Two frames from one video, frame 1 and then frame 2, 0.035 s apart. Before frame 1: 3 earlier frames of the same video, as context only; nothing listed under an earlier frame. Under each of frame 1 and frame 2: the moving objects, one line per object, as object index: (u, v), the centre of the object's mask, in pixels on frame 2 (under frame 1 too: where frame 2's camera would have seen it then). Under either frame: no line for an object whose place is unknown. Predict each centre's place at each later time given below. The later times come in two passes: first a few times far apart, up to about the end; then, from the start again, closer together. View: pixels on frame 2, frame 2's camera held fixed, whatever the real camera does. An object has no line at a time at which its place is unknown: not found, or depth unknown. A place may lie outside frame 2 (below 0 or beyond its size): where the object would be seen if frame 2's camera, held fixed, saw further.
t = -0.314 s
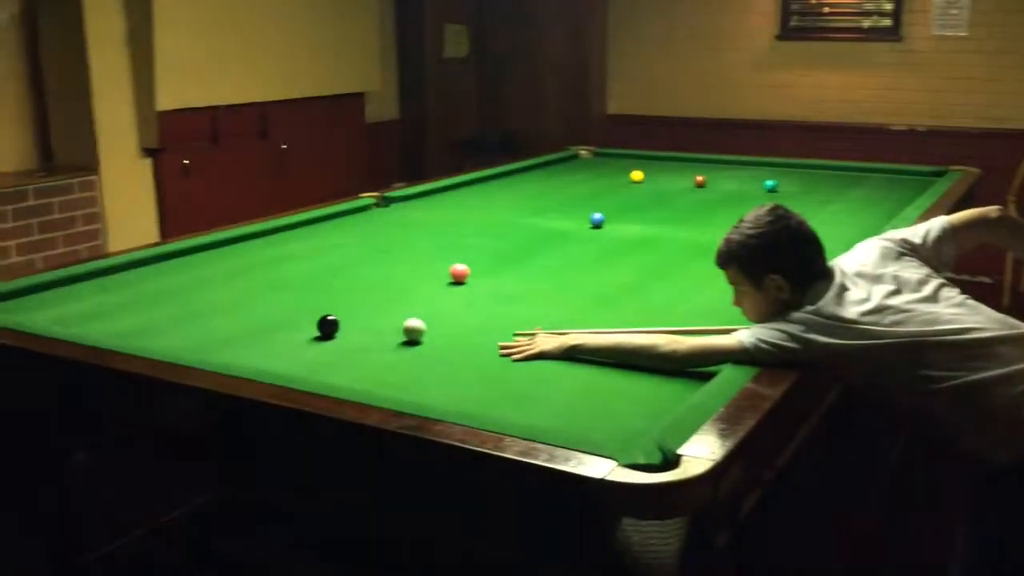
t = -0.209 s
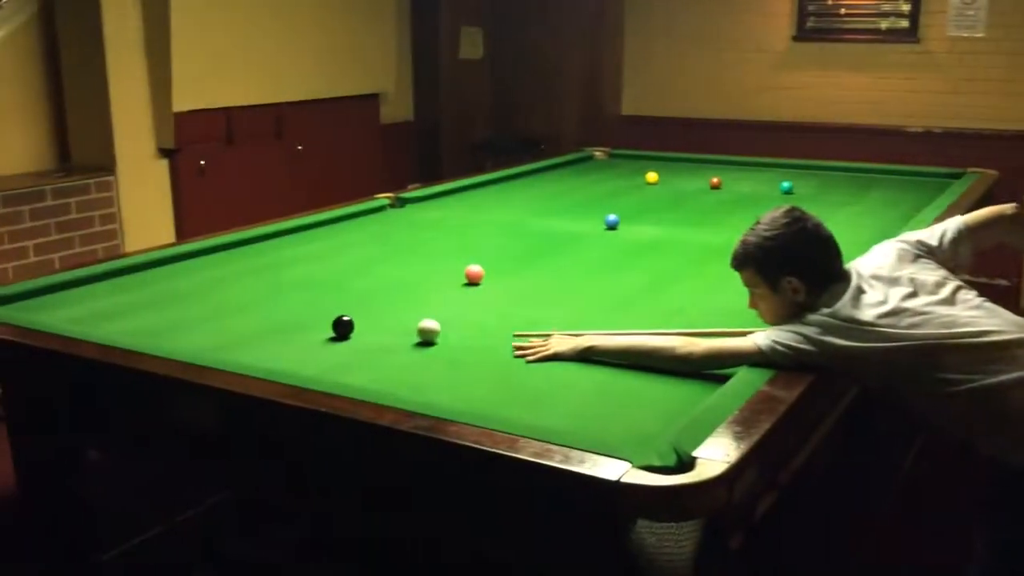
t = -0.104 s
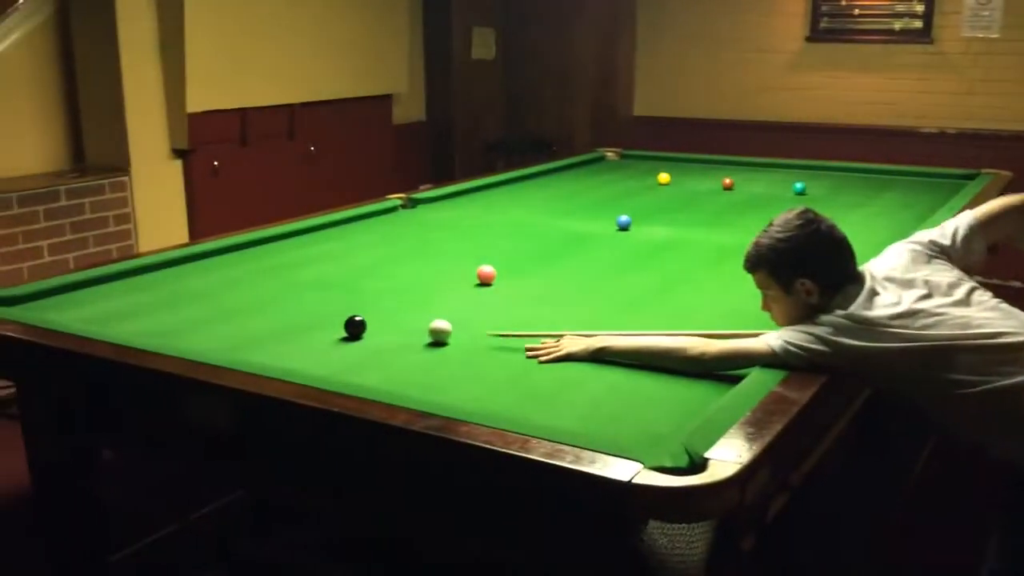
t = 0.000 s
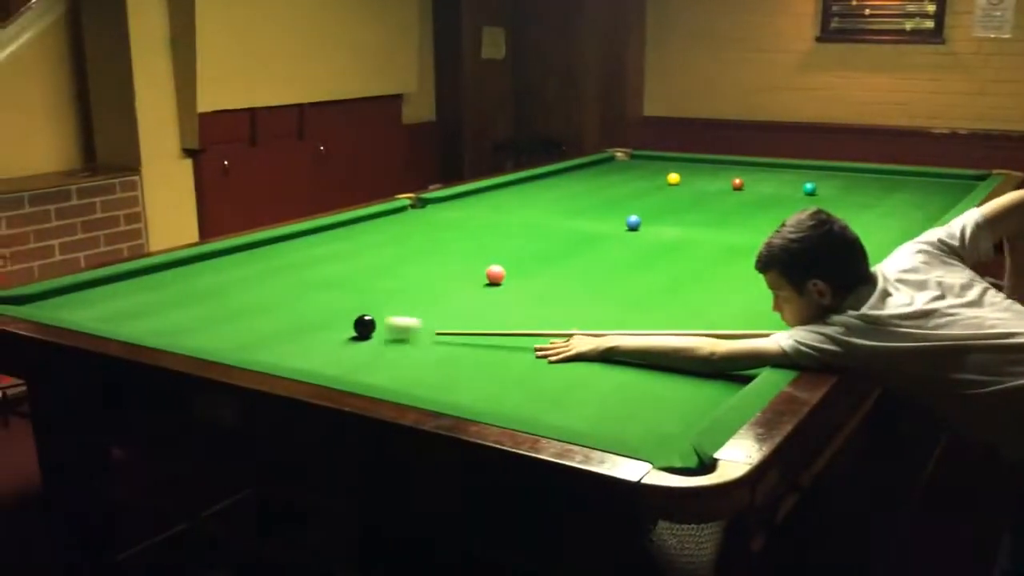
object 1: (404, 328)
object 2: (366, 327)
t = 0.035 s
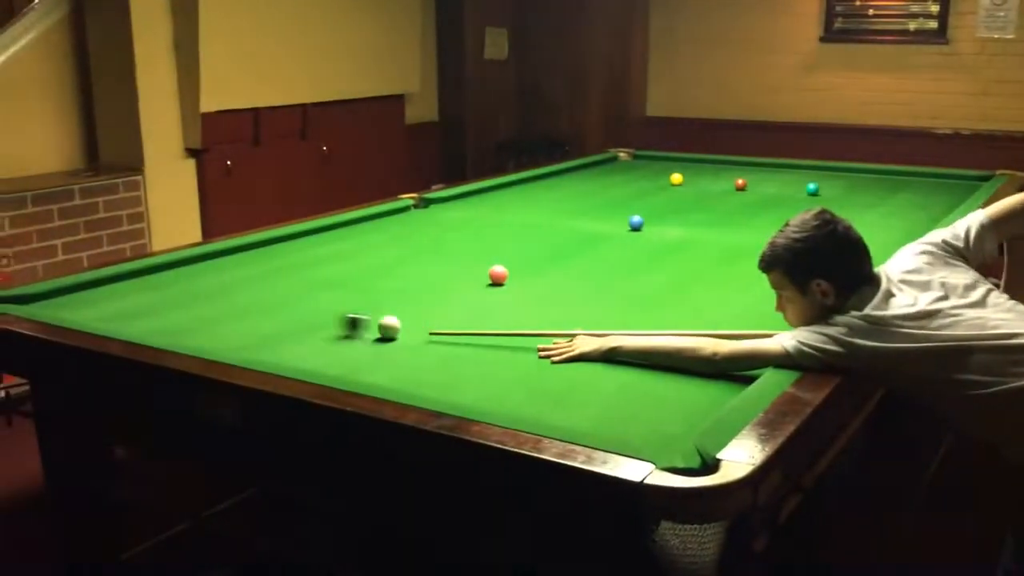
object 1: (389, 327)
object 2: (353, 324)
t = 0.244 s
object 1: (390, 328)
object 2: (194, 315)
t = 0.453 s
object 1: (389, 327)
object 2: (79, 307)
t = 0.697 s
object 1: (389, 327)
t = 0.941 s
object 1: (388, 326)
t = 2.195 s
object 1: (388, 327)
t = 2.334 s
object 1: (388, 327)
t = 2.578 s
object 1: (389, 327)
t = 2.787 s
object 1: (389, 327)
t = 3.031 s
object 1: (389, 327)
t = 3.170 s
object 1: (389, 327)
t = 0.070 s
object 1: (389, 327)
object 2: (302, 321)
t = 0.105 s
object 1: (389, 327)
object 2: (277, 320)
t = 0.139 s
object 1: (389, 327)
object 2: (255, 318)
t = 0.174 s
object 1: (389, 327)
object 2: (234, 318)
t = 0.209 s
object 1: (389, 327)
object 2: (214, 317)
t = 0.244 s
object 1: (390, 328)
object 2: (194, 315)
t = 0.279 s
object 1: (389, 327)
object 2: (175, 314)
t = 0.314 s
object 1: (389, 328)
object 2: (155, 313)
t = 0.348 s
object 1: (389, 327)
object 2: (135, 312)
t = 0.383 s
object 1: (389, 327)
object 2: (117, 310)
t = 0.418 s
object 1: (389, 327)
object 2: (97, 310)
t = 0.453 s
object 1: (389, 327)
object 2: (79, 307)
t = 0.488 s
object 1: (389, 327)
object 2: (61, 305)
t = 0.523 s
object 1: (389, 327)
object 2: (45, 304)
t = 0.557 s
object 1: (389, 327)
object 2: (28, 302)
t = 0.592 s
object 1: (389, 327)
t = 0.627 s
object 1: (388, 327)
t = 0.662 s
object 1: (389, 327)
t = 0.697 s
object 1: (389, 327)
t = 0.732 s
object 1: (389, 327)
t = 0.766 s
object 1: (389, 327)
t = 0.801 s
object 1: (389, 327)
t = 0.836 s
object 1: (388, 326)
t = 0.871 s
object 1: (388, 327)
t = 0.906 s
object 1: (388, 326)
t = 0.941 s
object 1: (388, 326)
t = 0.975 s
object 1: (388, 327)
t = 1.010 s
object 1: (388, 327)
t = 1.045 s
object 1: (388, 327)
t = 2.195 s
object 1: (388, 327)
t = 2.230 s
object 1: (388, 328)
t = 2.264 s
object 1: (388, 328)
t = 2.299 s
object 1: (388, 327)
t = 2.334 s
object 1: (388, 327)
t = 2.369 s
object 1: (388, 327)
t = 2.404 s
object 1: (388, 327)
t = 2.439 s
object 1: (388, 327)
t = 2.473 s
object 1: (389, 327)
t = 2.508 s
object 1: (389, 328)
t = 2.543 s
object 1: (389, 327)
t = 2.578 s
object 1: (389, 327)
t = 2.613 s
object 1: (389, 327)
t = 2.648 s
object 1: (389, 327)
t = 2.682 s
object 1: (389, 327)
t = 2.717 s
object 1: (389, 327)
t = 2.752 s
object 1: (389, 327)
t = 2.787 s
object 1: (389, 327)
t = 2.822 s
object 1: (389, 327)
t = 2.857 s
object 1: (389, 327)
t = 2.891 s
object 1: (389, 328)
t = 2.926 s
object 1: (389, 327)
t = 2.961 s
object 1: (389, 327)
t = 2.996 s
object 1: (389, 327)
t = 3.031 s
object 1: (389, 327)
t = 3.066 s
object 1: (389, 327)
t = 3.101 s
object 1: (389, 327)
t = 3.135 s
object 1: (389, 327)
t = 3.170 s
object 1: (389, 327)
